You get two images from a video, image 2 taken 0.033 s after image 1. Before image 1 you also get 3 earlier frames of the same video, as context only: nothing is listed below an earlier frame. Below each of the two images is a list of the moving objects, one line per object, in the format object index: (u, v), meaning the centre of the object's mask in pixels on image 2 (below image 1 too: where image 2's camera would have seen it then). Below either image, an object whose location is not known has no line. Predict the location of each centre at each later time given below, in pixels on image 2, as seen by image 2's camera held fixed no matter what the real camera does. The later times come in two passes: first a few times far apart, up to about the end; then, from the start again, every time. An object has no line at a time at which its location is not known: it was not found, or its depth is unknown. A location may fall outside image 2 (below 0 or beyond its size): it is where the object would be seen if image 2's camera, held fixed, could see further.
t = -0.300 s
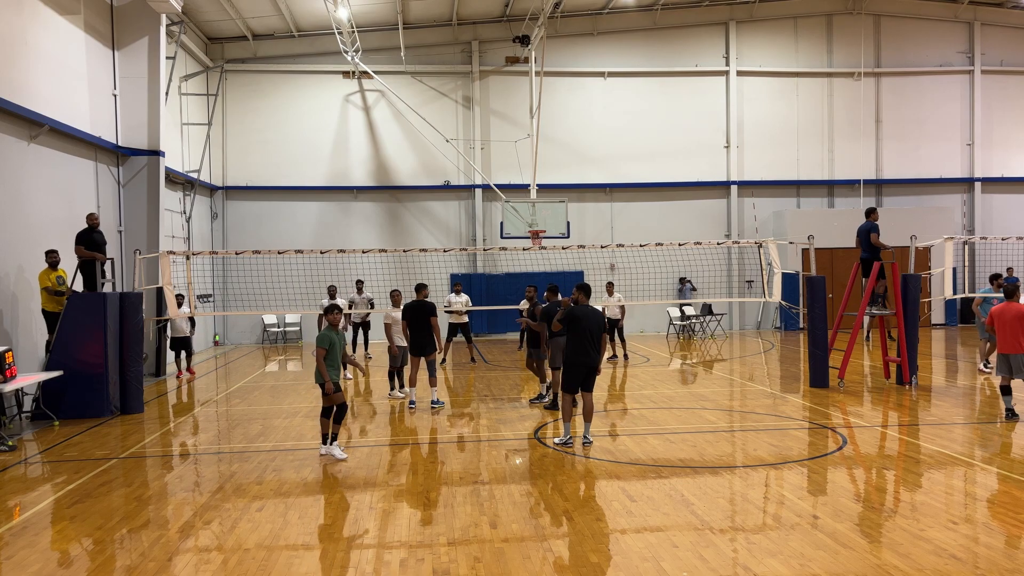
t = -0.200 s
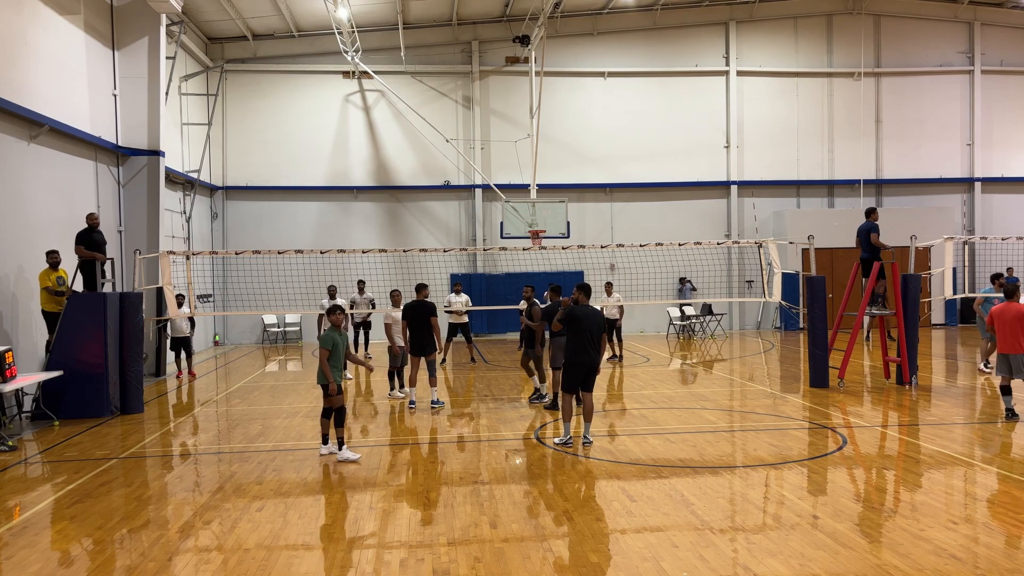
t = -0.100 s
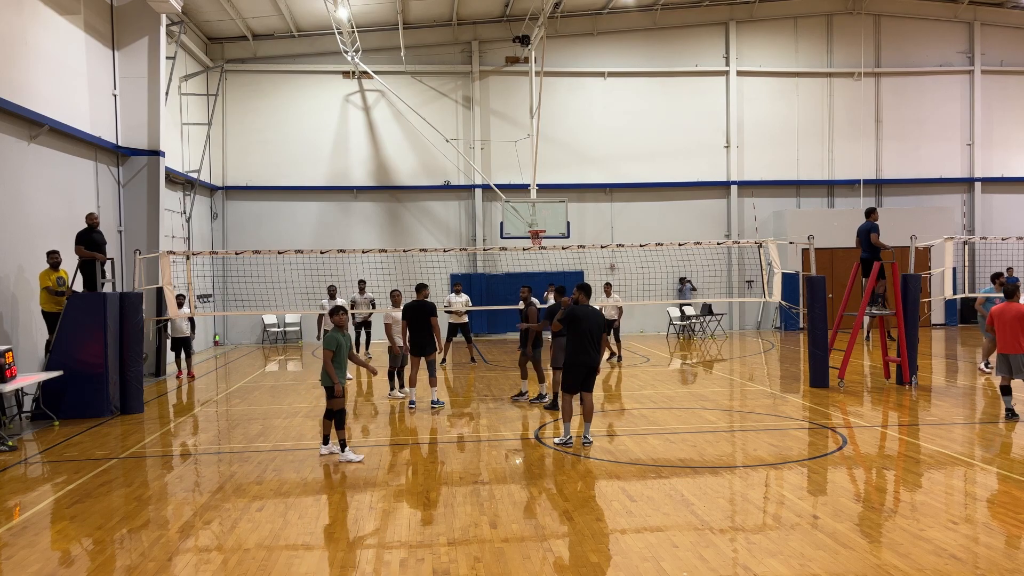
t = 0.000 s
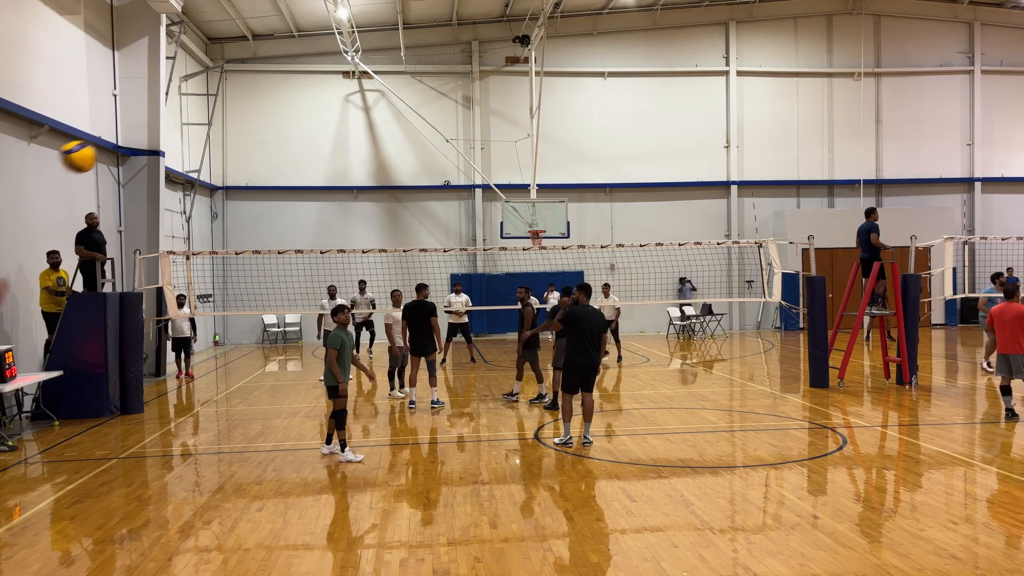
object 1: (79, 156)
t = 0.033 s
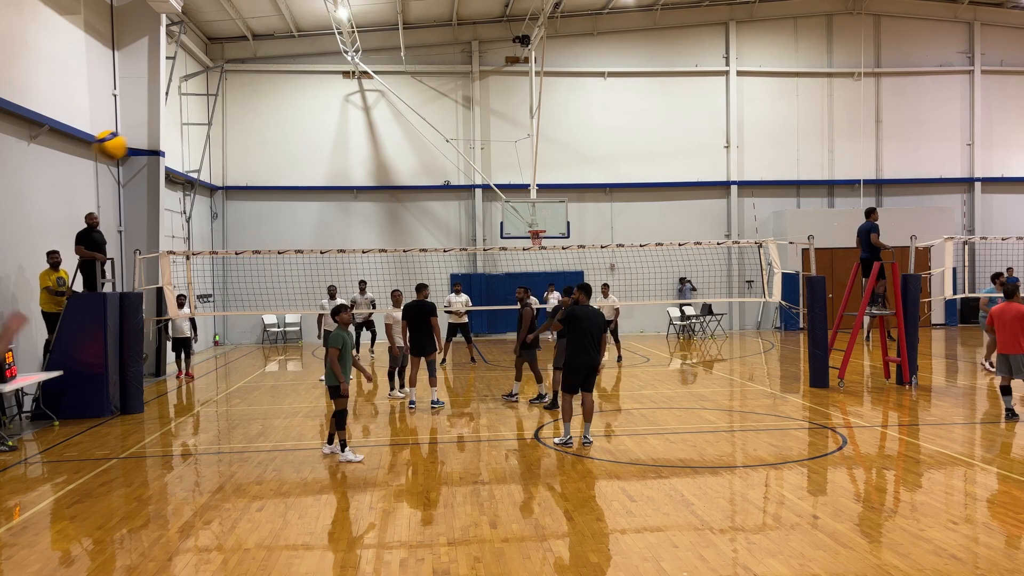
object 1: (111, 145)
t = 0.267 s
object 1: (252, 115)
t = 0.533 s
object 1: (334, 137)
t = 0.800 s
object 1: (385, 192)
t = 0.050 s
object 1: (125, 141)
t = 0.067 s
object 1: (139, 136)
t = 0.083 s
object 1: (151, 132)
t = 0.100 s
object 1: (163, 129)
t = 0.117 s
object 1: (174, 126)
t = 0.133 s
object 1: (185, 124)
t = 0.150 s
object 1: (195, 121)
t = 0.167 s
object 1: (205, 120)
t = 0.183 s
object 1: (213, 118)
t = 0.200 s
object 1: (222, 117)
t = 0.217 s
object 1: (230, 116)
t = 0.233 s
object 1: (238, 116)
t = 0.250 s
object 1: (245, 115)
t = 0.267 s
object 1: (252, 115)
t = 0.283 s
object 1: (259, 115)
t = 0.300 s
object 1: (265, 115)
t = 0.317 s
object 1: (271, 116)
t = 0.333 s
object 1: (277, 116)
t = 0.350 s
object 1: (283, 117)
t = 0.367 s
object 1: (288, 118)
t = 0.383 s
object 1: (294, 119)
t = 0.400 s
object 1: (299, 121)
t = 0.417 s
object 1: (304, 122)
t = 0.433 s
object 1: (309, 124)
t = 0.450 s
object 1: (313, 125)
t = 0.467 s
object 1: (318, 127)
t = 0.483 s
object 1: (322, 130)
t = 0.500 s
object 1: (326, 132)
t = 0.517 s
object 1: (330, 134)
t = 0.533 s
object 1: (334, 137)
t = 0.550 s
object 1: (338, 140)
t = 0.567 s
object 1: (342, 142)
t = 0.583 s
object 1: (345, 145)
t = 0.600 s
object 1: (349, 148)
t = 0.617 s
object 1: (352, 152)
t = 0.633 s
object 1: (355, 155)
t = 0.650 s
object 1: (359, 158)
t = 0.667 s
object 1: (362, 162)
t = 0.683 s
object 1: (365, 165)
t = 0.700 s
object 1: (368, 169)
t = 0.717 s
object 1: (370, 173)
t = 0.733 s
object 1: (373, 177)
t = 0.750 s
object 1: (376, 180)
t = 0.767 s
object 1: (379, 184)
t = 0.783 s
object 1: (382, 188)
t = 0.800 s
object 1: (385, 192)
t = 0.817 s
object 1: (387, 196)
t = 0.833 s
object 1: (389, 200)
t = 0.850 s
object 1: (392, 204)
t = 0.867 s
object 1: (394, 209)
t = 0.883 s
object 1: (396, 213)
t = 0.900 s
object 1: (398, 217)
